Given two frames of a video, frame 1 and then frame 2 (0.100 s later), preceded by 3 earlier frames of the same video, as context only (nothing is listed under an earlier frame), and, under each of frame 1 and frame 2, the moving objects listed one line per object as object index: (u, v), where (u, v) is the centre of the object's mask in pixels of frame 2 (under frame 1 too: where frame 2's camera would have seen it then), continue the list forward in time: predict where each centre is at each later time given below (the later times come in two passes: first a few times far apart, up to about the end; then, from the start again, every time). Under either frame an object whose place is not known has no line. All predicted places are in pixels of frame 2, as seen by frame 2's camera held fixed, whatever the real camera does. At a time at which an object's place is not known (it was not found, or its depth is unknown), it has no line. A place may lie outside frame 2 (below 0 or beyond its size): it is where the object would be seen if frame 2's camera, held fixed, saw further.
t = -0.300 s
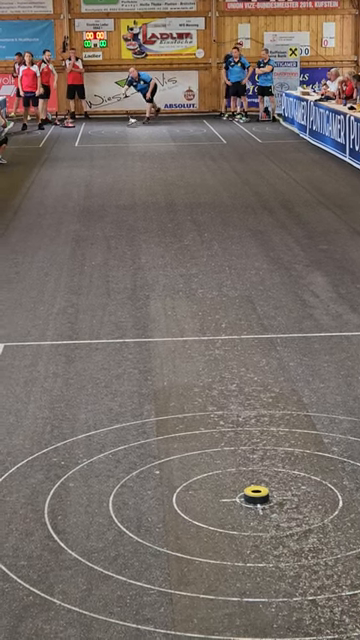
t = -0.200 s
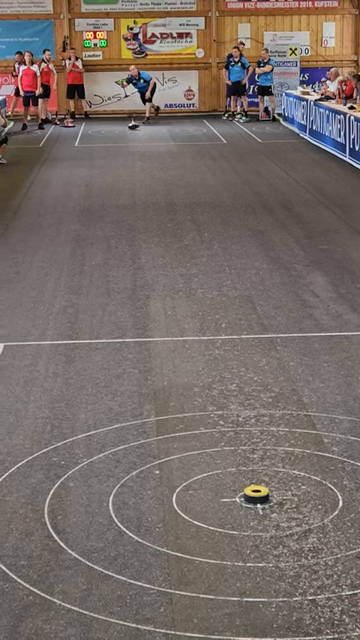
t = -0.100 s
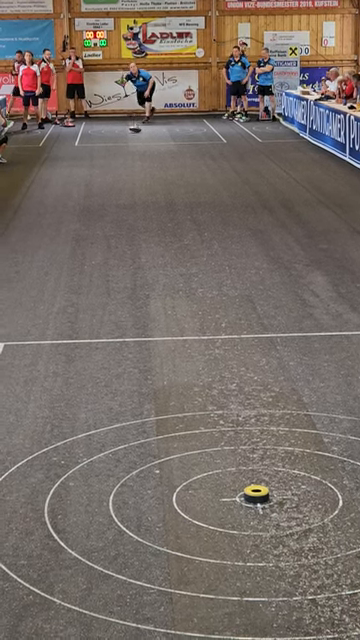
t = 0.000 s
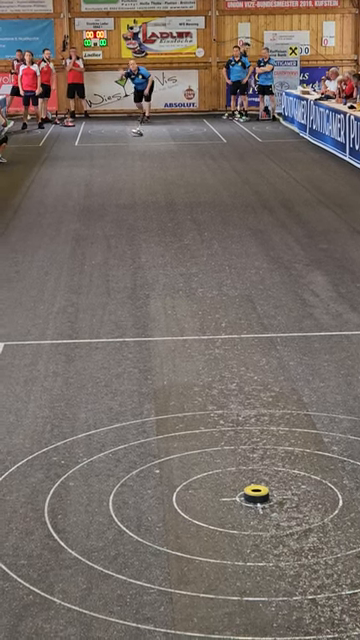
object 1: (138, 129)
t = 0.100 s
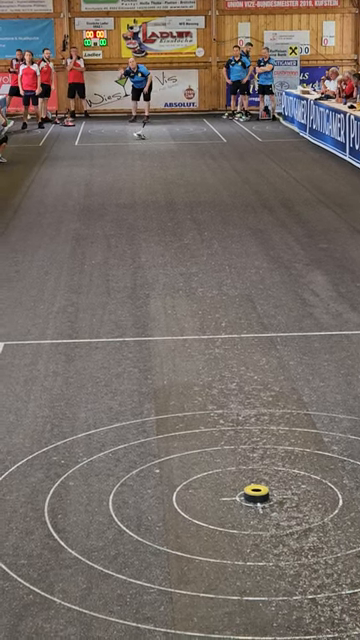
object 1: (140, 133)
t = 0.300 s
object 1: (143, 141)
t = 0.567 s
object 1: (146, 151)
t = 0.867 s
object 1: (151, 166)
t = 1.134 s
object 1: (156, 180)
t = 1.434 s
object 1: (156, 198)
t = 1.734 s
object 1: (162, 220)
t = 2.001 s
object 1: (161, 242)
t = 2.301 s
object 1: (163, 271)
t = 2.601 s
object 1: (159, 300)
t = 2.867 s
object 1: (156, 339)
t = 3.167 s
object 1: (148, 369)
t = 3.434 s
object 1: (139, 408)
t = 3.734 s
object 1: (126, 433)
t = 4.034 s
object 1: (113, 461)
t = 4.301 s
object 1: (107, 460)
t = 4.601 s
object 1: (107, 460)
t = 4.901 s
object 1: (107, 461)
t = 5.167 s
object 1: (107, 460)
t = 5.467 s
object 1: (107, 460)
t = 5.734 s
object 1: (107, 460)
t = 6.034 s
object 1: (107, 460)
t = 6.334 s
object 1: (107, 460)
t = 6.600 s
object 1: (106, 460)
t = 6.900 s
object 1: (106, 461)
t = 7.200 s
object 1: (106, 461)
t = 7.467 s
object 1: (106, 461)
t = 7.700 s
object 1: (106, 461)
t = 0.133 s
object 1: (141, 134)
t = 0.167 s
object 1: (142, 135)
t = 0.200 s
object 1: (142, 136)
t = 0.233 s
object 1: (143, 138)
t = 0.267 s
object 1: (143, 140)
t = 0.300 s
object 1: (143, 141)
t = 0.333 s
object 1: (144, 142)
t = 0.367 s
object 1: (144, 143)
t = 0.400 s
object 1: (145, 145)
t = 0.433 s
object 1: (145, 146)
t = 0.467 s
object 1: (145, 147)
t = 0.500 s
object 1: (145, 149)
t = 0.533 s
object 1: (145, 150)
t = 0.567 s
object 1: (146, 151)
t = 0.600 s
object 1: (146, 153)
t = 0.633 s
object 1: (146, 154)
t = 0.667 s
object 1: (147, 156)
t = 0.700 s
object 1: (147, 157)
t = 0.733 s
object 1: (148, 159)
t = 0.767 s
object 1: (148, 160)
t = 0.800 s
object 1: (149, 162)
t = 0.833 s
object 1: (150, 164)
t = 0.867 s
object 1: (151, 166)
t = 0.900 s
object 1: (152, 167)
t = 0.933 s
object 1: (153, 169)
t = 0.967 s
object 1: (154, 170)
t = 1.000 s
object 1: (154, 172)
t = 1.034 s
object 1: (155, 174)
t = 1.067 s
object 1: (155, 177)
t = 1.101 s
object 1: (156, 178)
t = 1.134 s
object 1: (156, 180)
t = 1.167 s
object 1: (157, 182)
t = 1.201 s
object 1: (157, 184)
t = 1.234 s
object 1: (157, 187)
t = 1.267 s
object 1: (157, 189)
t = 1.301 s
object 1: (157, 191)
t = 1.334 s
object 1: (157, 193)
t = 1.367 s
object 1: (157, 194)
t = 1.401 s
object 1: (156, 197)
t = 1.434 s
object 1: (156, 198)
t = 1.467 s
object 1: (157, 201)
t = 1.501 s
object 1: (158, 203)
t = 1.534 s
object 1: (159, 205)
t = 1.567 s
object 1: (160, 208)
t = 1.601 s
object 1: (160, 209)
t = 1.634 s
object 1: (161, 213)
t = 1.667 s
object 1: (162, 215)
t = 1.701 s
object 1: (162, 218)
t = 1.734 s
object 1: (162, 220)
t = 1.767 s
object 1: (163, 223)
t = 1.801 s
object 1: (163, 225)
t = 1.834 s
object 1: (163, 232)
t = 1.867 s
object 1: (163, 235)
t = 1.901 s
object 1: (163, 238)
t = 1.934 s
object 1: (163, 240)
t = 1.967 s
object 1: (163, 243)
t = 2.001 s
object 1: (161, 242)
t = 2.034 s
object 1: (160, 244)
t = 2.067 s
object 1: (161, 248)
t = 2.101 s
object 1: (162, 251)
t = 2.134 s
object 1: (162, 253)
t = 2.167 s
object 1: (163, 256)
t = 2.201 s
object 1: (163, 259)
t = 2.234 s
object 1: (163, 264)
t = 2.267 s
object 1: (163, 268)
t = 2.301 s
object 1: (163, 271)
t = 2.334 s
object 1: (162, 274)
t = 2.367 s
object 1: (162, 277)
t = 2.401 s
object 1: (162, 284)
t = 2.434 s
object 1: (162, 289)
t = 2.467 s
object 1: (160, 288)
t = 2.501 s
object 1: (159, 290)
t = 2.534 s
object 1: (159, 293)
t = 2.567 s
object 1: (159, 296)
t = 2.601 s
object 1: (159, 300)
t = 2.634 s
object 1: (159, 305)
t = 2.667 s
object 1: (159, 310)
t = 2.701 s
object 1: (159, 314)
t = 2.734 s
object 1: (158, 317)
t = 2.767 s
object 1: (158, 321)
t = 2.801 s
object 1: (157, 329)
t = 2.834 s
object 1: (156, 333)
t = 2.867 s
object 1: (156, 339)
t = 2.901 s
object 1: (155, 342)
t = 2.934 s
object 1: (153, 339)
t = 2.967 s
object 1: (152, 343)
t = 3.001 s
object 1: (152, 347)
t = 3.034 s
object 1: (151, 352)
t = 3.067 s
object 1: (151, 357)
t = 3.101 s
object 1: (150, 367)
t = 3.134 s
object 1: (149, 365)
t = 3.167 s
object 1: (148, 369)
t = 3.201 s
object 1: (147, 373)
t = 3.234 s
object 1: (146, 378)
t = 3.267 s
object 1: (144, 388)
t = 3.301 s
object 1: (143, 385)
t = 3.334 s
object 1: (142, 387)
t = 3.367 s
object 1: (141, 390)
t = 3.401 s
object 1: (140, 397)
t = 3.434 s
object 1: (139, 408)
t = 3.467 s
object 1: (138, 412)
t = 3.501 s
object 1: (137, 414)
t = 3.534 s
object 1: (135, 417)
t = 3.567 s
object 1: (133, 422)
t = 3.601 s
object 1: (131, 421)
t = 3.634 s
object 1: (131, 425)
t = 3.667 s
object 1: (129, 427)
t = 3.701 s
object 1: (128, 430)
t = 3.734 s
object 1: (126, 433)
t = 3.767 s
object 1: (124, 437)
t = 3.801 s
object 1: (123, 438)
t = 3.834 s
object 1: (122, 440)
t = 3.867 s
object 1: (121, 444)
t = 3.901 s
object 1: (119, 454)
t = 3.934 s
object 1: (117, 449)
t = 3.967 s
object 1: (116, 450)
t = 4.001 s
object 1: (114, 452)
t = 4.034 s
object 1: (113, 461)
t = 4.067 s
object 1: (112, 462)
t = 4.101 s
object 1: (110, 457)
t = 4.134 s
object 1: (109, 458)
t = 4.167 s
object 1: (108, 459)
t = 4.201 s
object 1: (107, 460)
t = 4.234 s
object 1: (107, 460)
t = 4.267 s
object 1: (107, 460)
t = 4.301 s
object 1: (107, 460)
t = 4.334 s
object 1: (107, 460)
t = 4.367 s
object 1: (107, 460)
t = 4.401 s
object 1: (107, 460)
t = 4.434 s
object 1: (107, 461)
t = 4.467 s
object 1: (107, 460)
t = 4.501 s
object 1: (107, 460)
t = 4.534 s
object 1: (107, 460)
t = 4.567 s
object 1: (107, 460)
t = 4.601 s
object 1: (107, 460)
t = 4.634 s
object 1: (107, 460)
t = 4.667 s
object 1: (106, 460)
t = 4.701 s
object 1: (107, 460)
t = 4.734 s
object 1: (106, 460)
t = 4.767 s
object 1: (106, 460)
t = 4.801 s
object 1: (106, 460)
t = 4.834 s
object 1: (107, 461)
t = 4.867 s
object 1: (107, 461)
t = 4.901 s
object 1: (107, 461)
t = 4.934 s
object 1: (107, 461)
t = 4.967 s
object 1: (107, 460)
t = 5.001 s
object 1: (107, 460)
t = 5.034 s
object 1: (107, 461)
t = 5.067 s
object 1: (107, 460)
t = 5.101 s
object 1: (107, 460)
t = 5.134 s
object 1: (107, 461)
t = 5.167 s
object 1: (107, 460)
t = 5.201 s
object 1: (107, 460)
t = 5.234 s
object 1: (107, 460)
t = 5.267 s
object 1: (107, 461)
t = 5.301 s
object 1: (107, 460)
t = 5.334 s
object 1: (107, 460)
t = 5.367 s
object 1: (107, 460)
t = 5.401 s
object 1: (106, 460)
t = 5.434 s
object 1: (107, 460)
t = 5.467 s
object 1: (107, 460)
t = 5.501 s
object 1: (107, 460)
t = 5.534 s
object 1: (107, 460)
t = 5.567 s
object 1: (107, 460)
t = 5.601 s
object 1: (107, 460)
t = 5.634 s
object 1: (107, 460)
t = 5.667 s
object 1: (107, 460)
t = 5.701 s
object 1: (107, 460)
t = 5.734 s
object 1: (107, 460)
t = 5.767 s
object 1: (107, 460)
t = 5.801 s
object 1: (107, 460)
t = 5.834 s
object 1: (107, 460)
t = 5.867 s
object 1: (107, 460)
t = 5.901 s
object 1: (107, 460)
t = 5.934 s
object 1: (107, 460)
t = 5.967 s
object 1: (107, 460)
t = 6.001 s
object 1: (107, 460)
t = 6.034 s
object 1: (107, 460)
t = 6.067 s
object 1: (107, 460)
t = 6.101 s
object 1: (107, 460)
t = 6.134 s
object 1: (107, 460)
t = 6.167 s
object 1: (107, 460)
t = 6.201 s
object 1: (107, 460)
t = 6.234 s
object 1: (107, 460)
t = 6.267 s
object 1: (107, 460)
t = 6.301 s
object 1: (107, 460)
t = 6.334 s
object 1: (107, 460)
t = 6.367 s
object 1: (107, 460)
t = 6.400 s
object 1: (107, 460)
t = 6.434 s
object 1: (107, 461)
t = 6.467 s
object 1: (107, 461)
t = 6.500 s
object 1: (107, 461)
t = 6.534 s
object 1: (107, 460)
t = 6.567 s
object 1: (107, 460)
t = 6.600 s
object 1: (106, 460)
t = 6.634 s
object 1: (107, 460)
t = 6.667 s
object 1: (107, 460)
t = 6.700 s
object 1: (107, 460)
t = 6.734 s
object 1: (107, 461)
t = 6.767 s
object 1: (107, 461)
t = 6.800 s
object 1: (107, 461)
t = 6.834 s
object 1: (106, 461)
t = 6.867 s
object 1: (106, 461)
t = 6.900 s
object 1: (106, 461)
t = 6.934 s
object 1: (106, 461)
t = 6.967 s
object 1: (106, 461)
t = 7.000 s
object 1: (106, 461)
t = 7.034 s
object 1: (107, 461)
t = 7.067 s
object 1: (106, 460)
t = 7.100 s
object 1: (106, 460)
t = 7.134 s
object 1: (106, 460)
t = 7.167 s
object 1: (106, 461)
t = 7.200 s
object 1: (106, 461)
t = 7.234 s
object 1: (106, 461)
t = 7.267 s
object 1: (106, 461)
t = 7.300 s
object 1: (106, 460)
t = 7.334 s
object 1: (106, 460)
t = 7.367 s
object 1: (106, 461)
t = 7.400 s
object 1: (106, 460)
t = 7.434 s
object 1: (106, 460)
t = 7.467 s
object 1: (106, 461)
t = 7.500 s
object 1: (106, 461)
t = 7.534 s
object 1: (106, 461)
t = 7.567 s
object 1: (106, 460)
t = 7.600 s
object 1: (106, 460)
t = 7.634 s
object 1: (106, 460)
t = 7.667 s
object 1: (106, 460)
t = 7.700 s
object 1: (106, 461)
